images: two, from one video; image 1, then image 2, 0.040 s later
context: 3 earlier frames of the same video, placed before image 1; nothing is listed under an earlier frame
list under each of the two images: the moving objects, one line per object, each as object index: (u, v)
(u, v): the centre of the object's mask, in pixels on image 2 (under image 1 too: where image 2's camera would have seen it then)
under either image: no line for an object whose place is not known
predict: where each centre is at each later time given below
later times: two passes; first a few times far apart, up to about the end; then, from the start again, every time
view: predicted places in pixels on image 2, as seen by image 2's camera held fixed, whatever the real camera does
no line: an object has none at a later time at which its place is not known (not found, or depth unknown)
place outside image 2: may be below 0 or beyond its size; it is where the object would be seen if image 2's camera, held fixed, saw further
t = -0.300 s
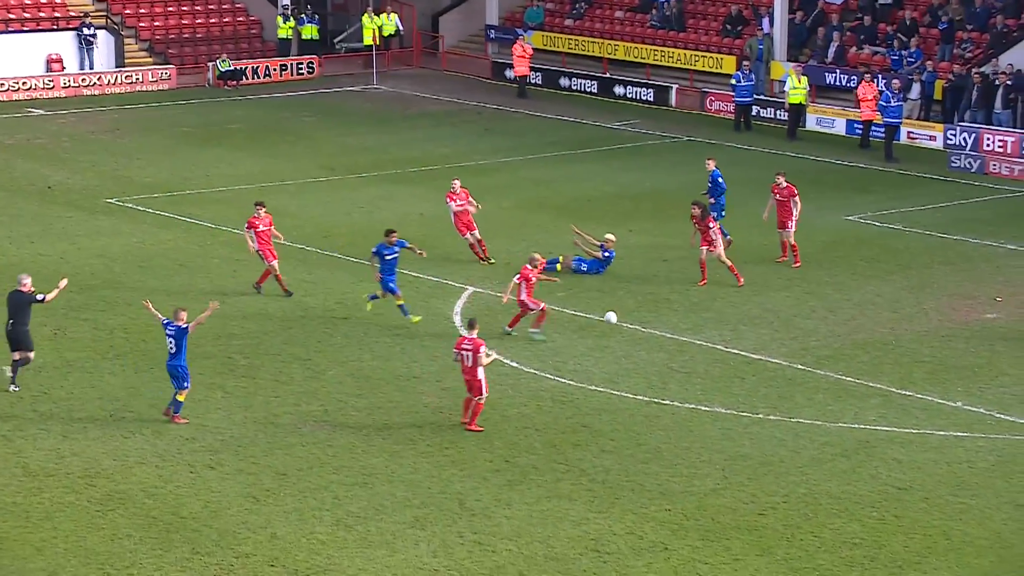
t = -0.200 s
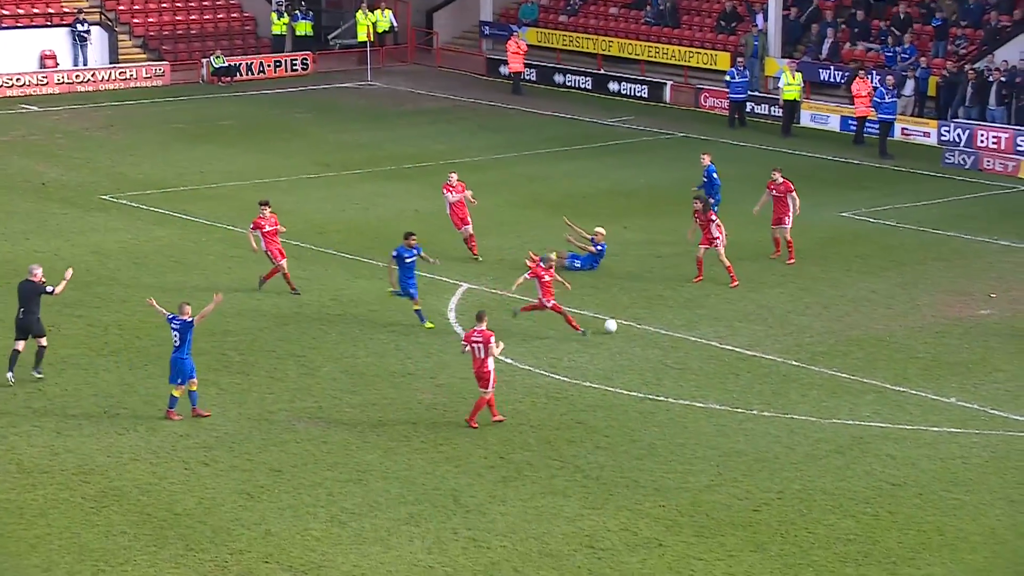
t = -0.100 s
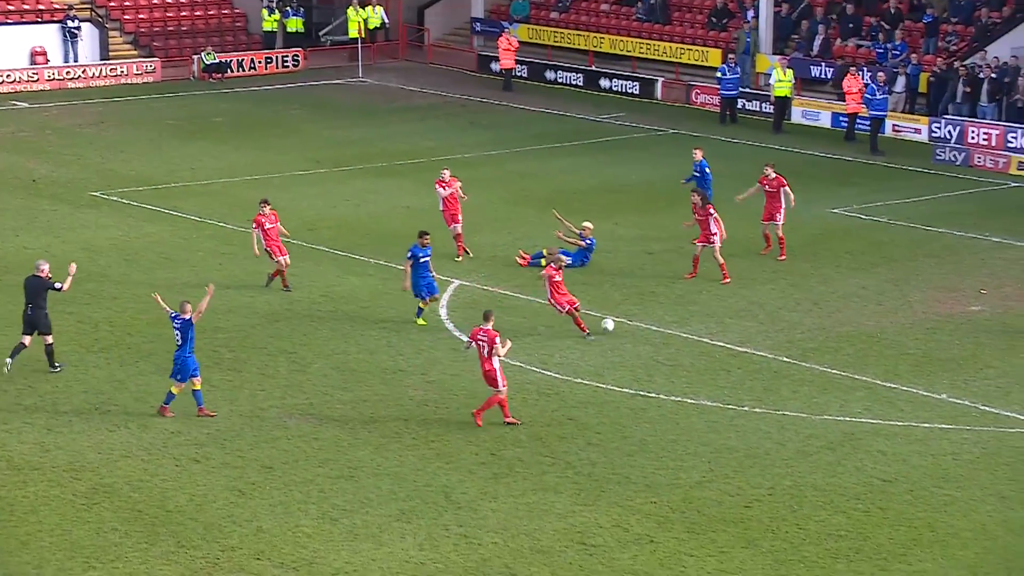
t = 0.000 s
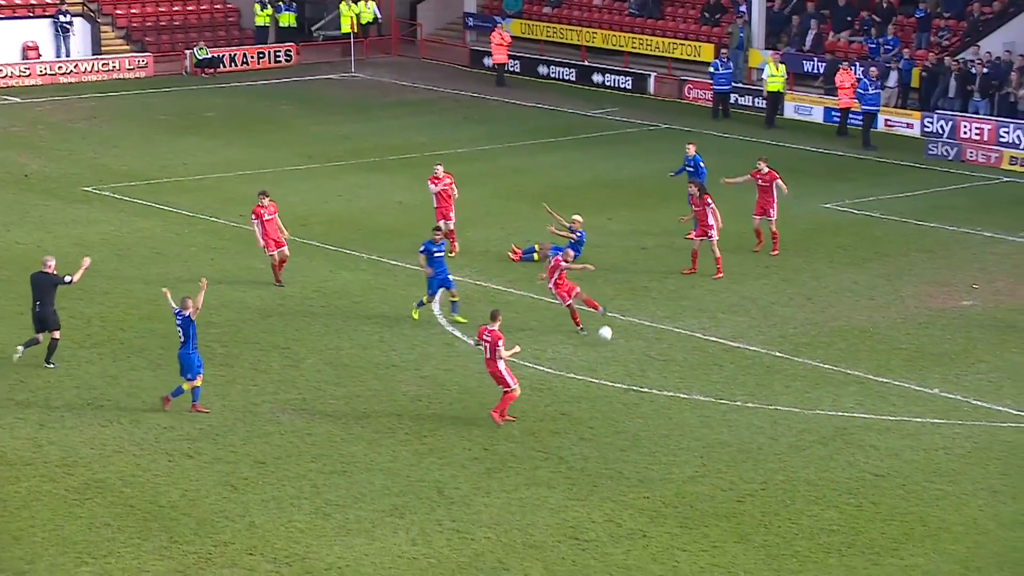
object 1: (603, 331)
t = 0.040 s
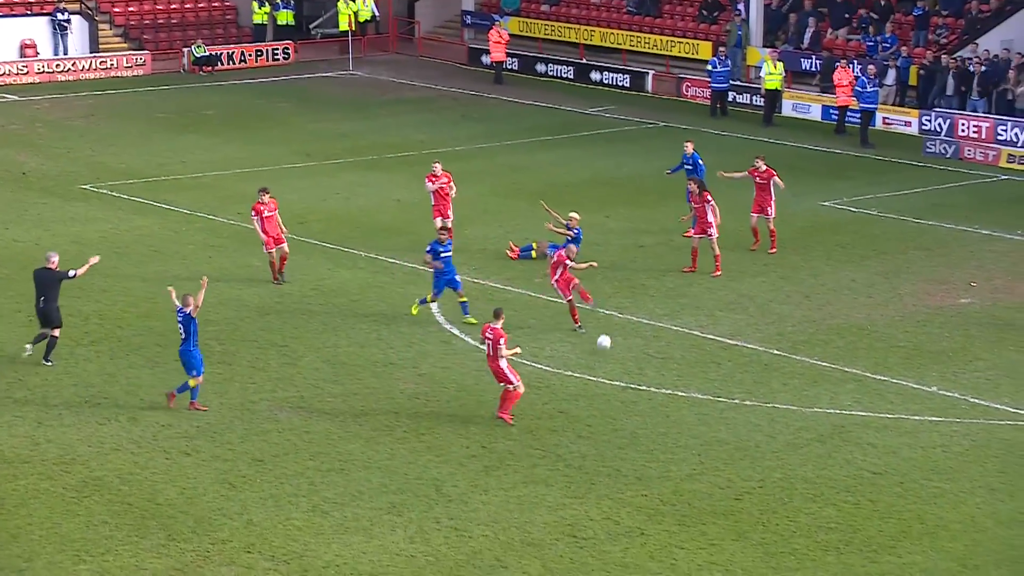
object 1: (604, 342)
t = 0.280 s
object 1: (596, 402)
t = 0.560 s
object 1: (568, 481)
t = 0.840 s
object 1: (530, 552)
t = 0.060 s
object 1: (604, 349)
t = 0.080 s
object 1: (604, 355)
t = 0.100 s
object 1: (604, 362)
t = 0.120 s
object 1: (603, 369)
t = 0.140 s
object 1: (602, 372)
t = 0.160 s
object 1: (602, 374)
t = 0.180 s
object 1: (601, 378)
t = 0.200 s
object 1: (600, 382)
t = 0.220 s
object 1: (599, 387)
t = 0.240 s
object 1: (598, 391)
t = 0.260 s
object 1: (597, 397)
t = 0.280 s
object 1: (596, 402)
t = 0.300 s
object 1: (594, 408)
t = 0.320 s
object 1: (593, 414)
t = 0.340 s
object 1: (591, 422)
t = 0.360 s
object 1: (589, 429)
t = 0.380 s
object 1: (587, 436)
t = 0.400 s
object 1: (585, 442)
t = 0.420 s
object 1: (583, 445)
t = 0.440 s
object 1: (581, 449)
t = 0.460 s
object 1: (579, 454)
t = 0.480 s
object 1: (577, 458)
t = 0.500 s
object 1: (575, 463)
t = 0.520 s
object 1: (572, 469)
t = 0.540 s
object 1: (570, 476)
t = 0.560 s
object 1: (568, 481)
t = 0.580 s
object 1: (565, 488)
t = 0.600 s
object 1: (562, 495)
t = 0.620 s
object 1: (560, 499)
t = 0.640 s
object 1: (557, 503)
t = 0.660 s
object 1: (555, 507)
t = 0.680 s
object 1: (552, 512)
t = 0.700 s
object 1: (550, 517)
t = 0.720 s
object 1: (547, 523)
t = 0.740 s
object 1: (544, 529)
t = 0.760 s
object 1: (541, 534)
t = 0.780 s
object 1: (539, 538)
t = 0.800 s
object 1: (536, 542)
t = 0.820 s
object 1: (533, 547)
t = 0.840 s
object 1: (530, 552)
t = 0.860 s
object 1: (527, 557)
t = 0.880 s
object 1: (525, 562)
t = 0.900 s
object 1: (522, 567)
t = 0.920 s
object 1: (519, 571)
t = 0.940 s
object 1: (516, 575)
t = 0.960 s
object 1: (513, 578)
